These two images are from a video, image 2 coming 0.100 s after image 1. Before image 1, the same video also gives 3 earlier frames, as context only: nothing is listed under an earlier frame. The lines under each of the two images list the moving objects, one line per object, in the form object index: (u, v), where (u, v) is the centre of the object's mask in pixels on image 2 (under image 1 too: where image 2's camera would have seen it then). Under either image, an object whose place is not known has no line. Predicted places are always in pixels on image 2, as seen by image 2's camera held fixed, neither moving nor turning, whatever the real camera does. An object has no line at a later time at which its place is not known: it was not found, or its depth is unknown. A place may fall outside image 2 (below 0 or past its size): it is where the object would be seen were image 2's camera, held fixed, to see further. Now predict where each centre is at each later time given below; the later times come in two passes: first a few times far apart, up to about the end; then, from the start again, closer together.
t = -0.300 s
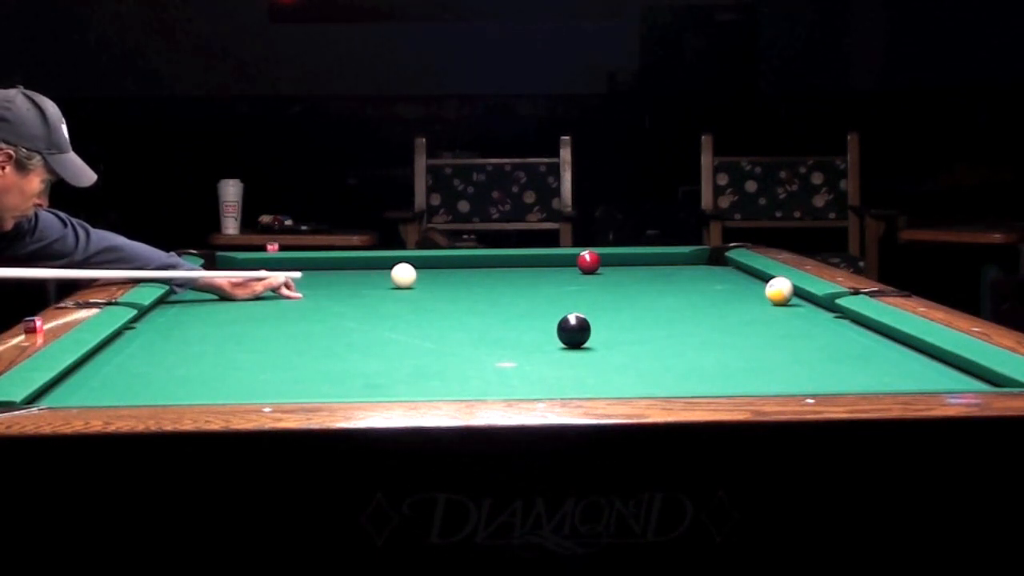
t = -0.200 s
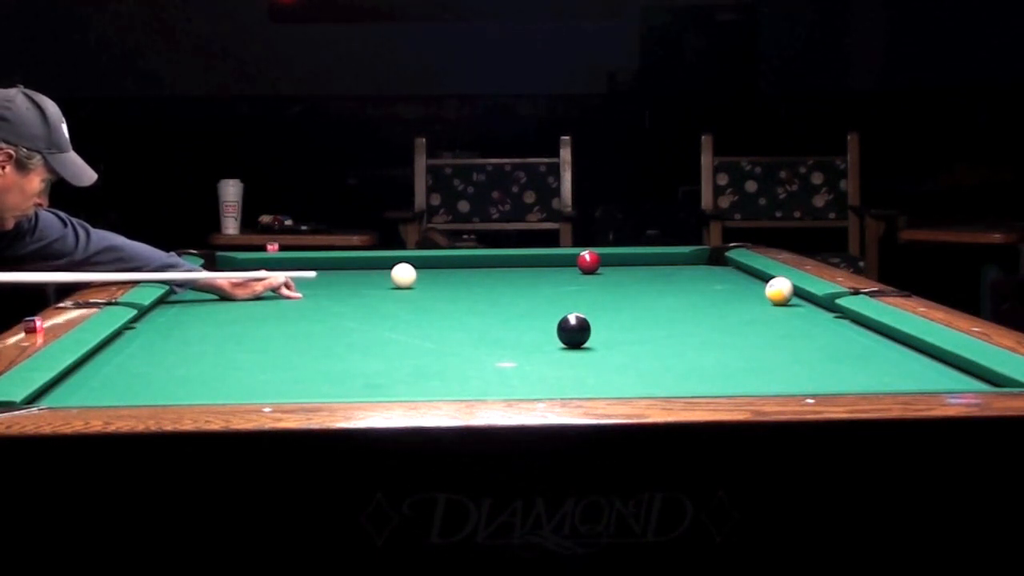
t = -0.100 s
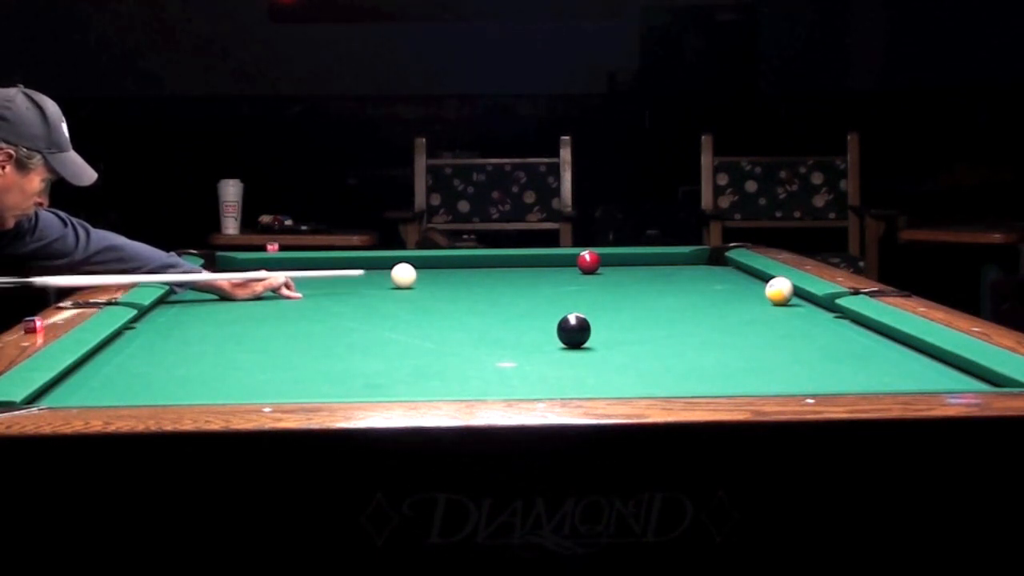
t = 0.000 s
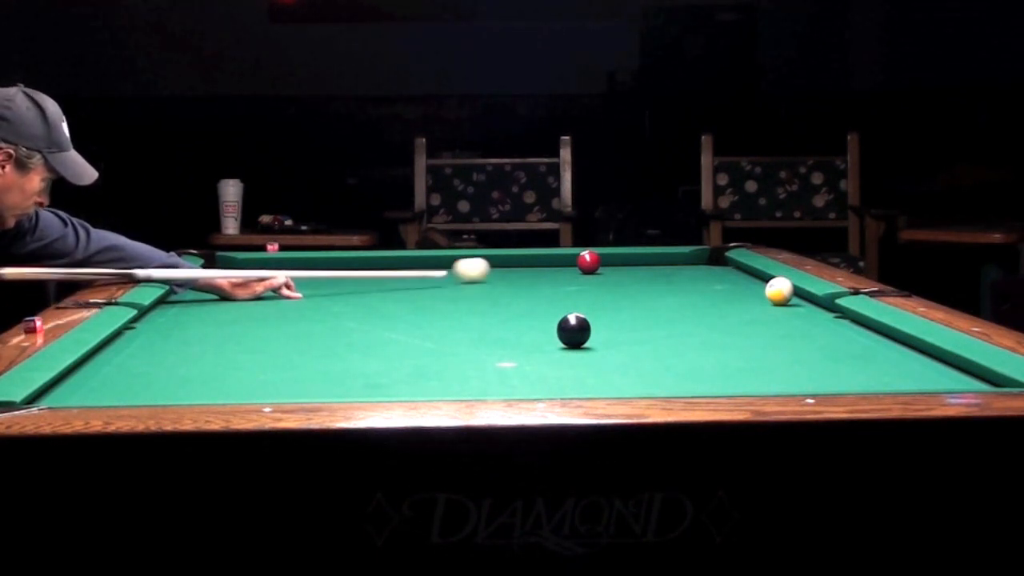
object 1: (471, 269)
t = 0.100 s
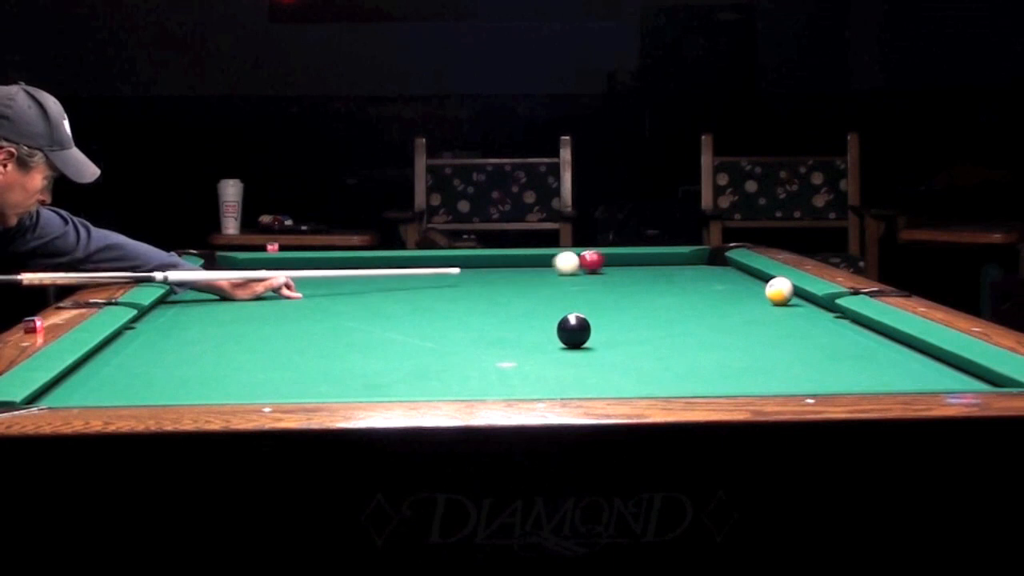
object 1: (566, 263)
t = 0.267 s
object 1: (565, 261)
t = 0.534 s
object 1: (607, 257)
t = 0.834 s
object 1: (678, 260)
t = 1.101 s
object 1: (717, 262)
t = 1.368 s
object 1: (687, 266)
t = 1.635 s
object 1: (657, 270)
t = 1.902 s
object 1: (628, 273)
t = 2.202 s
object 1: (596, 277)
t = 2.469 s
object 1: (568, 281)
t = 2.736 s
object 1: (540, 284)
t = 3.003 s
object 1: (514, 288)
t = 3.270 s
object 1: (488, 291)
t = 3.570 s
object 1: (461, 294)
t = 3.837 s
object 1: (438, 297)
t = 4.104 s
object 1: (415, 300)
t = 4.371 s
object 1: (394, 303)
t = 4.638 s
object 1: (375, 306)
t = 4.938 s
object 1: (354, 308)
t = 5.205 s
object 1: (337, 310)
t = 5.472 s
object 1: (322, 312)
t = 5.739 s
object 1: (309, 313)
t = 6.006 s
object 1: (298, 315)
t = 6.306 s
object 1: (287, 316)
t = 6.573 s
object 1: (279, 317)
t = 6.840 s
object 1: (275, 317)
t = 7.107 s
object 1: (273, 317)
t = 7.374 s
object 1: (273, 317)
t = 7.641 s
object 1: (273, 317)
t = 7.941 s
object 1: (273, 317)
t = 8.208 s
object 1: (273, 317)
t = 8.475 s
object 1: (273, 317)
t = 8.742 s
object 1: (273, 317)
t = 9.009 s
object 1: (273, 317)
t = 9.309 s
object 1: (273, 317)
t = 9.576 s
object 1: (273, 317)
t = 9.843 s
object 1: (273, 317)
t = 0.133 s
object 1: (565, 263)
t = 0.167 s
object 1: (563, 263)
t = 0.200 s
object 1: (563, 262)
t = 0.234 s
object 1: (563, 261)
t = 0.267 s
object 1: (565, 261)
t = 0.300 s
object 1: (567, 260)
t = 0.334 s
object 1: (570, 259)
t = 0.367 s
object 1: (574, 259)
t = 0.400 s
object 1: (579, 258)
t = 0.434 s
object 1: (584, 257)
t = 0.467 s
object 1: (591, 257)
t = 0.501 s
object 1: (599, 257)
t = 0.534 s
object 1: (607, 257)
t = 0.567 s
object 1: (615, 258)
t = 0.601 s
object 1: (623, 258)
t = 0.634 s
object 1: (631, 258)
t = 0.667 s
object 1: (639, 258)
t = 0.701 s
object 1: (647, 259)
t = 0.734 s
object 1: (655, 259)
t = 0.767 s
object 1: (663, 259)
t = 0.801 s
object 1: (670, 260)
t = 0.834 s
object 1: (678, 260)
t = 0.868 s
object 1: (686, 260)
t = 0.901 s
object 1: (694, 260)
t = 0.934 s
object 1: (702, 261)
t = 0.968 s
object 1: (710, 261)
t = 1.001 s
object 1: (718, 261)
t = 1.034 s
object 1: (725, 262)
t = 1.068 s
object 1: (720, 262)
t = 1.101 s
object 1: (717, 262)
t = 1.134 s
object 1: (713, 263)
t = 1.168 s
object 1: (709, 263)
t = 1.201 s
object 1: (705, 264)
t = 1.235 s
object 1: (702, 264)
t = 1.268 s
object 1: (698, 265)
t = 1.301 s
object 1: (694, 265)
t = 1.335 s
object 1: (691, 266)
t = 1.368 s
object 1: (687, 266)
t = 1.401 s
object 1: (683, 267)
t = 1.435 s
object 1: (680, 267)
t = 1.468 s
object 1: (676, 268)
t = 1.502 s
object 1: (672, 268)
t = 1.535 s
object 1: (668, 269)
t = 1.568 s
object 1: (665, 269)
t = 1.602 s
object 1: (661, 269)
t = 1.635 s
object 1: (657, 270)
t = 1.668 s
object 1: (653, 270)
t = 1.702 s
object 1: (650, 271)
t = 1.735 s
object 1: (646, 271)
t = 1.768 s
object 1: (642, 271)
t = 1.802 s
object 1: (639, 272)
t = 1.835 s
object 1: (635, 273)
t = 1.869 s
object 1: (632, 273)
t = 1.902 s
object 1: (628, 273)
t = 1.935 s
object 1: (625, 274)
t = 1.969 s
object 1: (621, 274)
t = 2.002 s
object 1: (618, 275)
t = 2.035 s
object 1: (613, 275)
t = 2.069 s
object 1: (610, 276)
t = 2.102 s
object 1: (606, 276)
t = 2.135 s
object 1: (603, 277)
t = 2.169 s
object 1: (600, 277)
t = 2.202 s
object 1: (596, 277)
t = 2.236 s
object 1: (592, 278)
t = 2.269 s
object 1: (589, 278)
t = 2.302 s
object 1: (585, 279)
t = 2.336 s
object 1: (582, 279)
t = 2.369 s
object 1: (578, 280)
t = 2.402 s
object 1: (575, 280)
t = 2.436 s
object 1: (571, 281)
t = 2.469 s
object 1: (568, 281)
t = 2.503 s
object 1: (564, 281)
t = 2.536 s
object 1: (561, 282)
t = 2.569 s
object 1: (557, 282)
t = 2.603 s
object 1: (554, 283)
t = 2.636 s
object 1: (550, 283)
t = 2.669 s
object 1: (547, 284)
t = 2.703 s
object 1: (544, 284)
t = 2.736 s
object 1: (540, 284)
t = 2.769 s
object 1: (537, 285)
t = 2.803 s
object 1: (534, 285)
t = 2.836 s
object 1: (530, 286)
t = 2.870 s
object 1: (527, 286)
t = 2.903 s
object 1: (524, 287)
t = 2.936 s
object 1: (520, 287)
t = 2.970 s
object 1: (517, 287)
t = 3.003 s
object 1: (514, 288)
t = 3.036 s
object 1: (511, 288)
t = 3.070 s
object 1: (507, 289)
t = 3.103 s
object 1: (504, 289)
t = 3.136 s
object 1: (501, 289)
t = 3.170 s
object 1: (498, 290)
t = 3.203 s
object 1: (495, 290)
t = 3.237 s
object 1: (491, 291)
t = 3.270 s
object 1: (488, 291)
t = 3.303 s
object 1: (485, 291)
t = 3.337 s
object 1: (482, 292)
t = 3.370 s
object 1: (479, 292)
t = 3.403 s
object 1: (476, 293)
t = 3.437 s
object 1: (473, 293)
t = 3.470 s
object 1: (470, 293)
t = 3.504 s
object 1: (467, 294)
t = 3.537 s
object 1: (464, 294)
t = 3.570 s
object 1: (461, 294)
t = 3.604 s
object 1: (458, 295)
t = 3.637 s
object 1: (455, 296)
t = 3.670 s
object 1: (452, 296)
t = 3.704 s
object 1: (449, 296)
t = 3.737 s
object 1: (446, 297)
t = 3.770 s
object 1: (443, 297)
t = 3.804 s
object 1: (440, 297)
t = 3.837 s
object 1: (438, 297)
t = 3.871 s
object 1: (435, 298)
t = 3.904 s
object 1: (432, 298)
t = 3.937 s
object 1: (429, 298)
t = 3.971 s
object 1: (426, 299)
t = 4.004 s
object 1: (424, 299)
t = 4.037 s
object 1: (421, 300)
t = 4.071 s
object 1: (418, 300)
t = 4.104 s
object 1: (415, 300)
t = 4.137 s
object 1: (413, 301)
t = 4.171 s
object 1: (410, 301)
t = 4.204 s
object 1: (408, 301)
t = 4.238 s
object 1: (405, 302)
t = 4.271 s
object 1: (402, 302)
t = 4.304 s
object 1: (399, 303)
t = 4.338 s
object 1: (397, 303)
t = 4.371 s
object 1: (394, 303)
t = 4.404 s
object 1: (392, 303)
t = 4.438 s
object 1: (389, 304)
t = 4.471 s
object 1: (387, 304)
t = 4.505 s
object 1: (384, 304)
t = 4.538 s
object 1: (382, 305)
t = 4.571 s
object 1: (380, 305)
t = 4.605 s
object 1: (377, 305)
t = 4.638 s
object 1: (375, 306)
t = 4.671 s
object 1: (372, 306)
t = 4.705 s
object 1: (370, 306)
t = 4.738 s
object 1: (367, 307)
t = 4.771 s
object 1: (365, 307)
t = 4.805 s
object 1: (363, 307)
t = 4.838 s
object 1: (361, 307)
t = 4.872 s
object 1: (358, 308)
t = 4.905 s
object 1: (356, 308)
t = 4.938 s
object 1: (354, 308)
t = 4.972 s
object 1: (352, 308)
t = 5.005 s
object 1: (350, 309)
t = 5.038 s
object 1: (347, 309)
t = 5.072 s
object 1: (345, 309)
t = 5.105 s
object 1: (343, 310)
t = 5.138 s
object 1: (341, 310)
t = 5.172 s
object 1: (339, 310)
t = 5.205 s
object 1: (337, 310)
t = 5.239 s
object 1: (335, 311)
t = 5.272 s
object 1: (333, 311)
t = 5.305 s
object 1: (331, 311)
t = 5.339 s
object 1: (329, 311)
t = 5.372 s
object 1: (327, 311)
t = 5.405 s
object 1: (325, 312)
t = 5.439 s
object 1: (324, 312)
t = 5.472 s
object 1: (322, 312)
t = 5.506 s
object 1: (320, 312)
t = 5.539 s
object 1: (318, 312)
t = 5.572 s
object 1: (317, 313)
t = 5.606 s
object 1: (315, 313)
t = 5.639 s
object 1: (313, 313)
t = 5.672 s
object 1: (312, 313)
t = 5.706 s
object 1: (310, 313)
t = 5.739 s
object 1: (309, 313)
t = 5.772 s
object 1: (307, 314)
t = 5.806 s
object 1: (306, 314)
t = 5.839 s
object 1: (304, 314)
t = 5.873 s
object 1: (303, 314)
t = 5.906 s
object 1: (301, 314)
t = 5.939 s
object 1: (300, 315)
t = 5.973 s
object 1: (299, 314)
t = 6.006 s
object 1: (298, 315)
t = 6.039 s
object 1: (296, 315)
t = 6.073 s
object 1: (295, 315)
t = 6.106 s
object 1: (294, 315)
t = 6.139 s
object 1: (293, 315)
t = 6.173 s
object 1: (291, 315)
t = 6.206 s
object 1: (290, 315)
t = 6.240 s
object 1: (289, 316)
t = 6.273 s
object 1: (288, 316)
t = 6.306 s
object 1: (287, 316)
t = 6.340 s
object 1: (286, 316)
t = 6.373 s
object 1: (284, 316)
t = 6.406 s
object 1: (284, 316)
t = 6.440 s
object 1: (283, 316)
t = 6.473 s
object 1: (282, 316)
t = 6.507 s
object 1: (281, 316)
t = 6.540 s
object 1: (280, 316)
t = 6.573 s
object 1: (279, 317)
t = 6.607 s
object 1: (279, 317)
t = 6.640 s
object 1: (278, 317)
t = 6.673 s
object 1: (277, 317)
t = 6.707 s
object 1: (277, 317)
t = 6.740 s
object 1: (276, 317)
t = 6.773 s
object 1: (276, 317)
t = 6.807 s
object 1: (275, 317)
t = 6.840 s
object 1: (275, 317)
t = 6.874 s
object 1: (274, 317)
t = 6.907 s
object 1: (274, 317)
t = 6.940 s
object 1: (274, 317)
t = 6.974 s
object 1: (274, 317)
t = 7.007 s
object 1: (273, 317)
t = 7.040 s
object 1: (273, 317)
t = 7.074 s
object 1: (273, 317)
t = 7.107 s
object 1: (273, 317)
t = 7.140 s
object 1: (273, 317)
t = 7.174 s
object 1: (273, 317)
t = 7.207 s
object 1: (273, 317)
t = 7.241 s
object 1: (273, 317)
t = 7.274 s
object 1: (273, 317)
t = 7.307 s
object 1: (273, 317)
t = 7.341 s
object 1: (273, 317)
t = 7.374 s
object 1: (273, 317)
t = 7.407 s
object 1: (273, 317)
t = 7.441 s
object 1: (273, 317)
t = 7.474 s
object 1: (273, 317)
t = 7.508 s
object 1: (273, 317)
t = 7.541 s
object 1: (273, 317)
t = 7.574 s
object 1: (273, 317)
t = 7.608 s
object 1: (273, 317)
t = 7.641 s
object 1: (273, 317)
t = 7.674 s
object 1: (273, 317)
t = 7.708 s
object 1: (273, 317)
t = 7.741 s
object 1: (273, 317)
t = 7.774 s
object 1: (273, 317)
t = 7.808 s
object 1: (273, 317)
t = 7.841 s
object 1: (273, 317)
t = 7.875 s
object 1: (273, 317)
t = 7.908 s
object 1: (273, 317)
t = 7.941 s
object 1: (273, 317)
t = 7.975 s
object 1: (273, 317)
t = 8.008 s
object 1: (273, 317)
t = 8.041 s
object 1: (273, 317)
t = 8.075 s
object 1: (273, 317)
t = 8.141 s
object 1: (273, 317)
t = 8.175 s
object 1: (273, 317)
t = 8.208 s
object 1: (273, 317)
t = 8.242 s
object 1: (273, 317)
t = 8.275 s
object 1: (273, 317)
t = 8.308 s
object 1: (273, 317)
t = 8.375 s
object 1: (273, 317)
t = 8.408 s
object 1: (273, 317)
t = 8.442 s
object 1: (273, 317)
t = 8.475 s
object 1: (273, 317)
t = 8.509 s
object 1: (273, 317)
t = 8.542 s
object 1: (273, 317)
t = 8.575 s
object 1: (273, 317)
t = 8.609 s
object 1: (273, 317)
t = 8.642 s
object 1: (273, 317)
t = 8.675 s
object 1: (273, 317)
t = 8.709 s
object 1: (273, 317)
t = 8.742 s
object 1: (273, 317)
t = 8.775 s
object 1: (273, 317)
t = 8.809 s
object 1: (273, 317)
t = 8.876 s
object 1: (273, 317)
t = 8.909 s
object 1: (273, 317)
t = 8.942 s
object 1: (273, 317)
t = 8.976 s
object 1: (273, 317)
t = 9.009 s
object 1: (273, 317)
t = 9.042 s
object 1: (273, 317)
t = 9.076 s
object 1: (273, 317)
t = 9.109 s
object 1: (273, 317)
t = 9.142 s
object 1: (273, 317)
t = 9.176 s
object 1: (273, 317)
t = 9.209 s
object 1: (273, 317)
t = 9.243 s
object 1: (273, 317)
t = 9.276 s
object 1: (273, 317)
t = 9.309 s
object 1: (273, 317)
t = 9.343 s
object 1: (273, 317)
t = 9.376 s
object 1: (273, 317)
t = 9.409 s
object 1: (273, 317)
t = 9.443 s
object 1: (273, 317)
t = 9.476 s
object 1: (273, 317)
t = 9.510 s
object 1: (273, 317)
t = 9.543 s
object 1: (273, 317)
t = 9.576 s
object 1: (273, 317)
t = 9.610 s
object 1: (273, 317)
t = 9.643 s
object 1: (273, 317)
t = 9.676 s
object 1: (273, 317)
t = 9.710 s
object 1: (273, 317)
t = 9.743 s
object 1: (273, 317)
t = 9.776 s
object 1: (273, 317)
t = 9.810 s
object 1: (273, 317)
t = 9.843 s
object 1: (273, 317)
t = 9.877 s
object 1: (273, 317)
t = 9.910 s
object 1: (273, 317)
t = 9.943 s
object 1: (273, 317)
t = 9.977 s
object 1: (273, 317)
